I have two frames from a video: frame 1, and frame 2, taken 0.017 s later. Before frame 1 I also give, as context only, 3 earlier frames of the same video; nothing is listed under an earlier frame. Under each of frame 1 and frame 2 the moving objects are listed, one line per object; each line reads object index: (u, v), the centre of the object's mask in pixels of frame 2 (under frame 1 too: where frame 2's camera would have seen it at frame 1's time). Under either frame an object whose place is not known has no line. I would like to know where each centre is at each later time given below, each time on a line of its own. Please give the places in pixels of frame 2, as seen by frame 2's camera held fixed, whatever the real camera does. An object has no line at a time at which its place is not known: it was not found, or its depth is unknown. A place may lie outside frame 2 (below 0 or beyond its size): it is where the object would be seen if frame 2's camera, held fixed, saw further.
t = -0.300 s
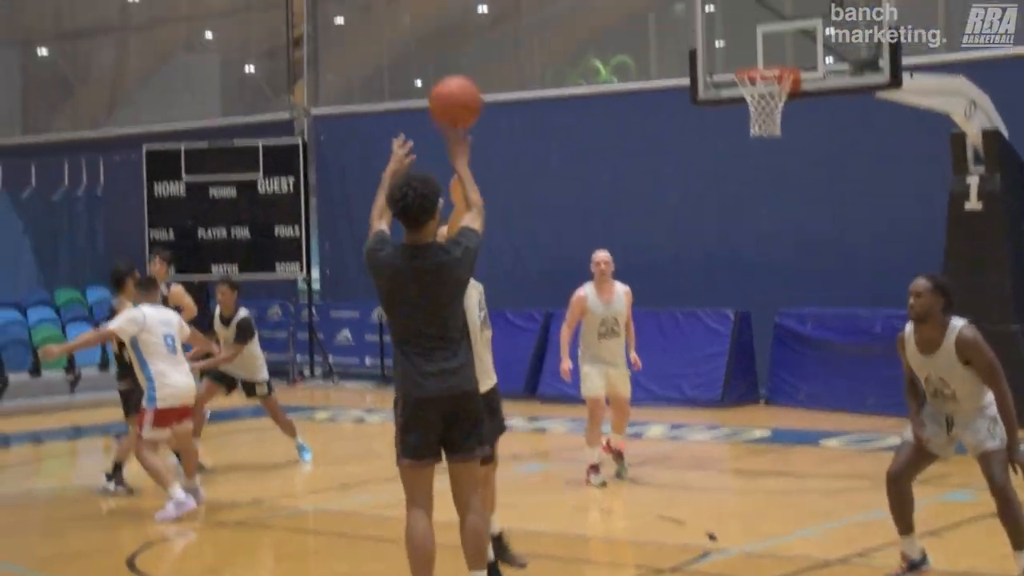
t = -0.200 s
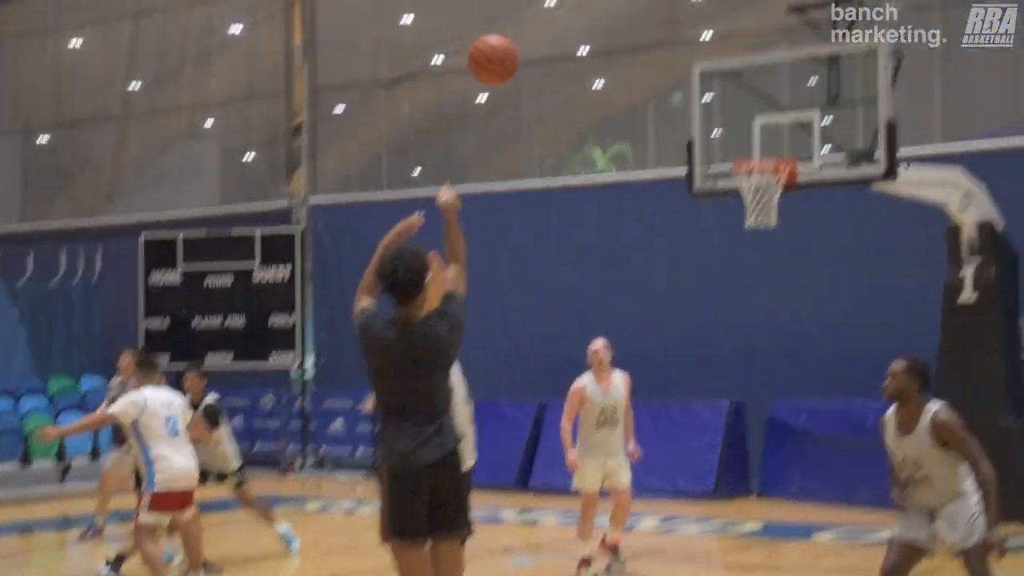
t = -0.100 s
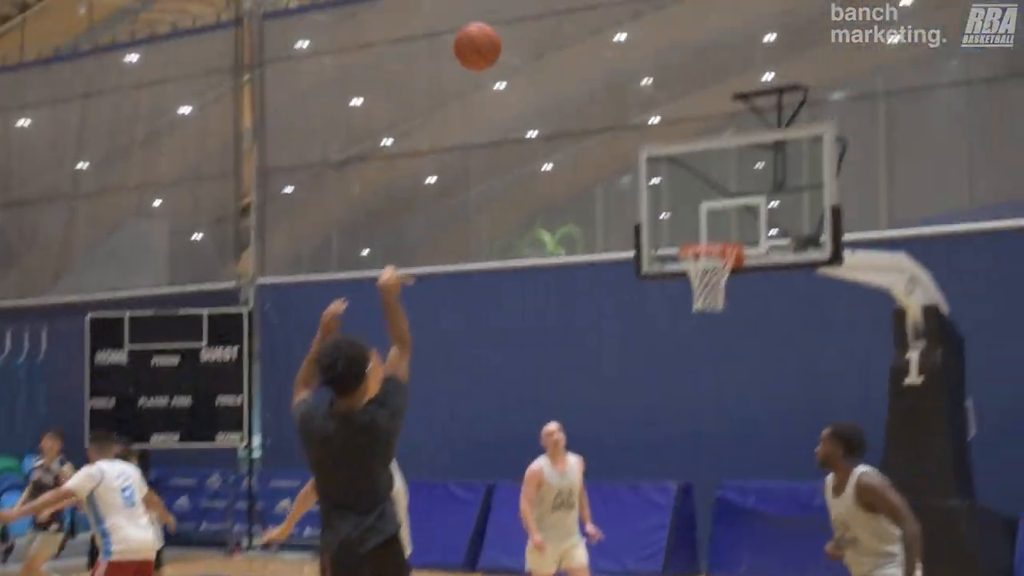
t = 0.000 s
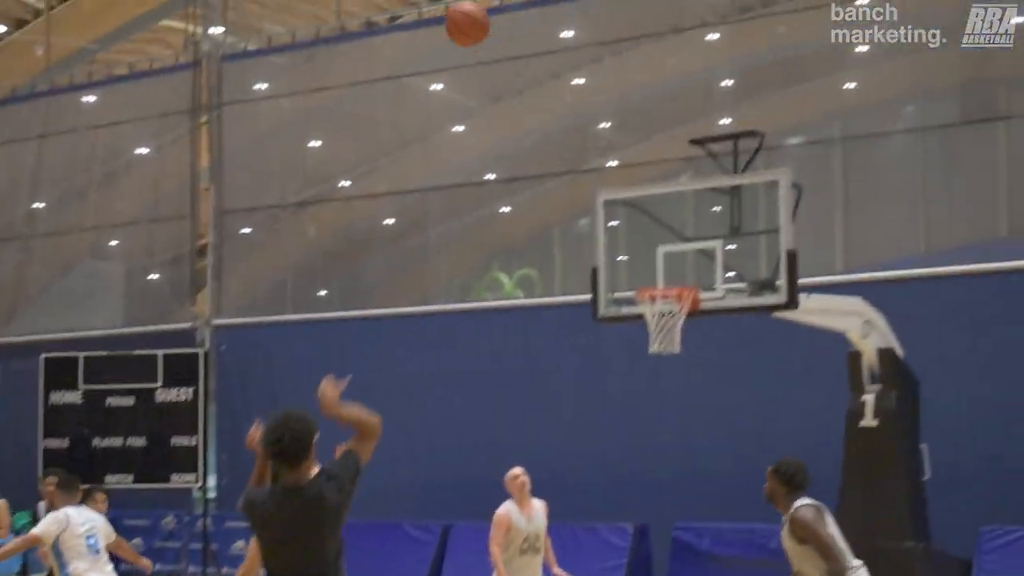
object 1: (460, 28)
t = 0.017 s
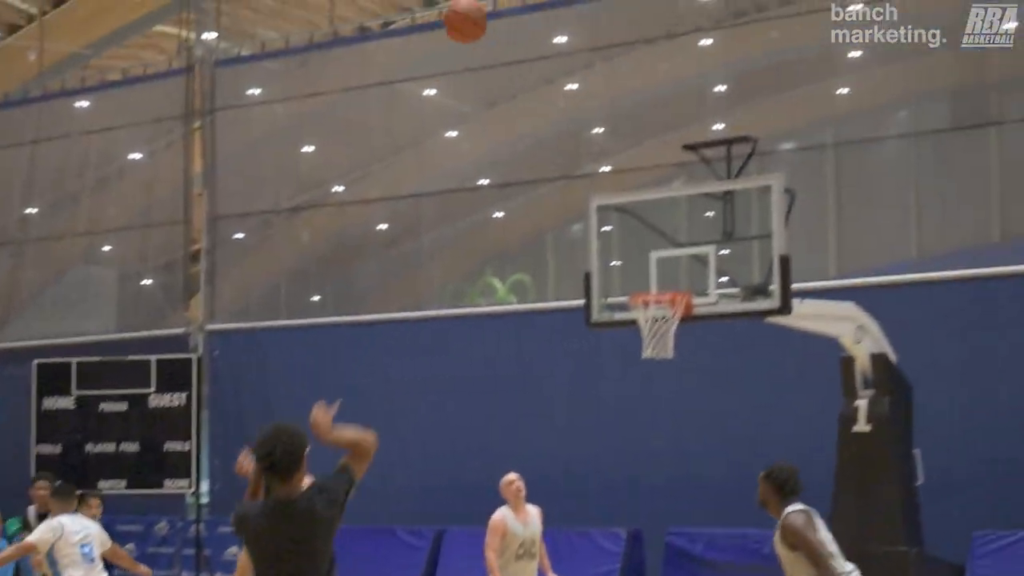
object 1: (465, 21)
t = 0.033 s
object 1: (471, 13)
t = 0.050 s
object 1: (475, 7)
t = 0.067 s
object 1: (479, 2)
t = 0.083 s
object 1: (484, -5)
